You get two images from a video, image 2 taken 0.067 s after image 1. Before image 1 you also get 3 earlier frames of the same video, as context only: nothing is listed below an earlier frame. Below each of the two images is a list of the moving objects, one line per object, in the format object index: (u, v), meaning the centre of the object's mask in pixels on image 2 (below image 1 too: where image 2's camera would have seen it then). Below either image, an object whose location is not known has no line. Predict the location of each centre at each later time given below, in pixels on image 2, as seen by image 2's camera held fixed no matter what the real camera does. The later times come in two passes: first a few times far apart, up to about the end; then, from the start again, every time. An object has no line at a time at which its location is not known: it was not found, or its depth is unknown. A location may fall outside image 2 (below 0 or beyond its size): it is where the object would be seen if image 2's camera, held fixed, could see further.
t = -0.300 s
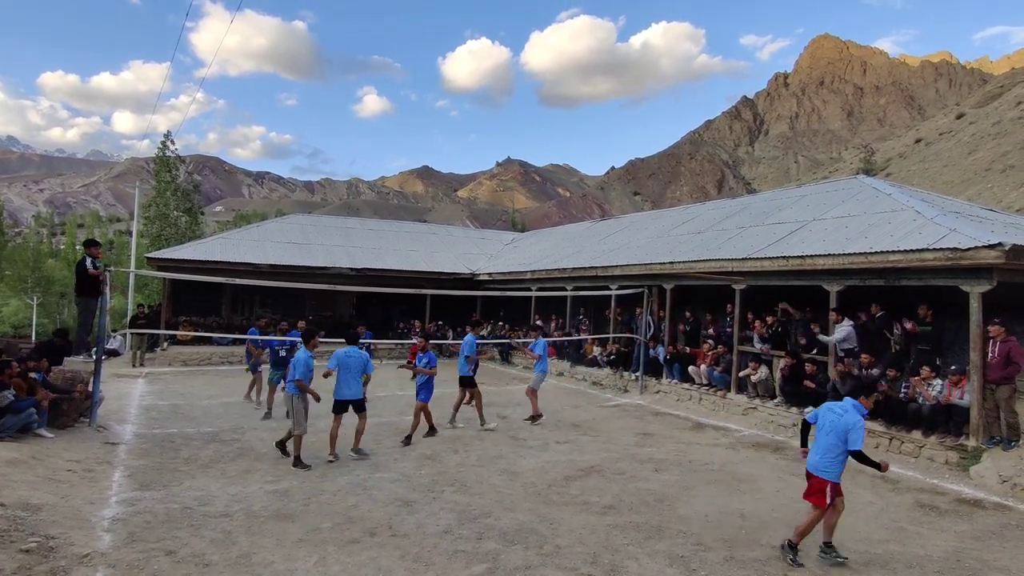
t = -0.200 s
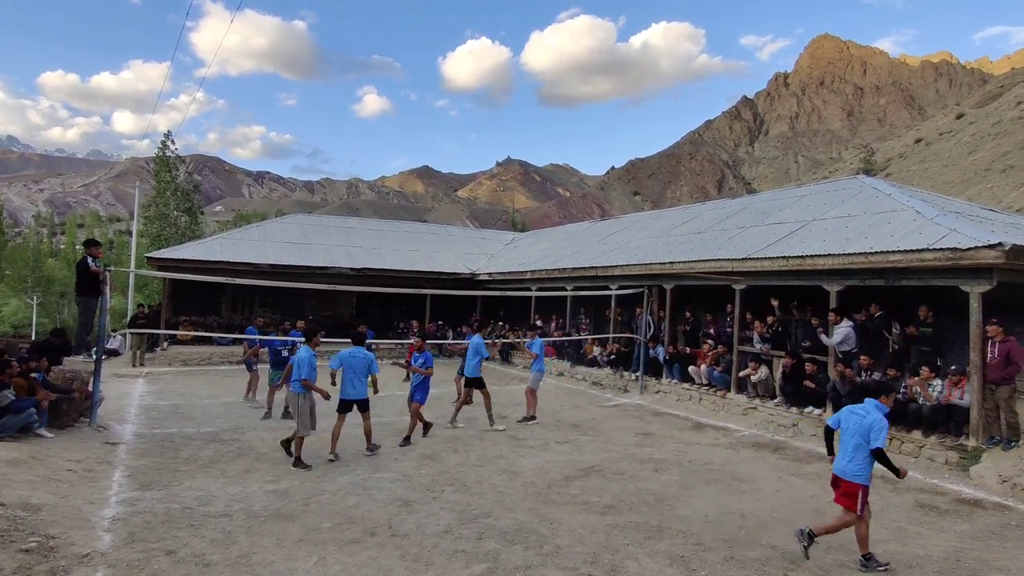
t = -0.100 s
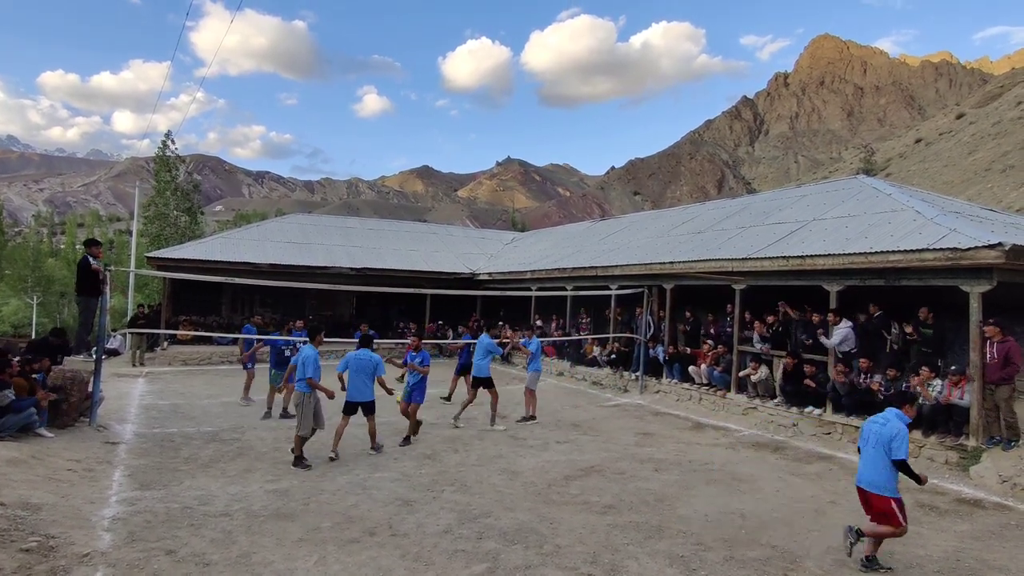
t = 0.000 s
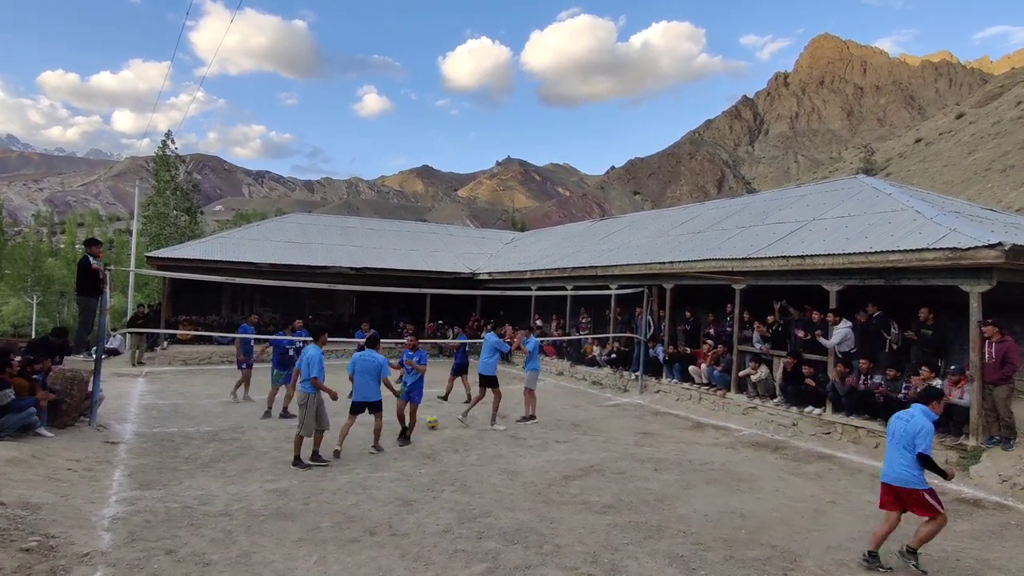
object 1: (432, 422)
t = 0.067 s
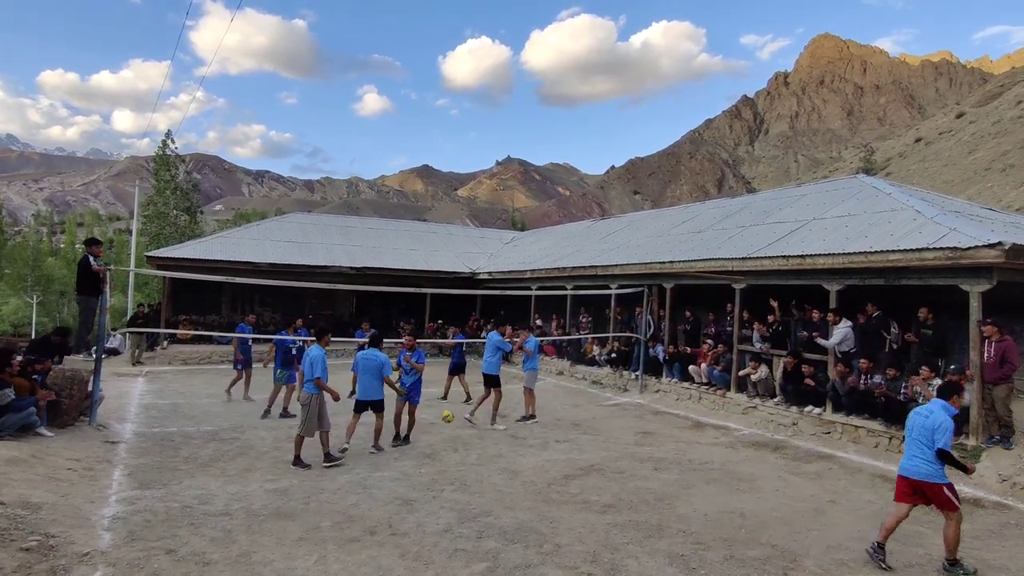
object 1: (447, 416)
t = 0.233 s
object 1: (490, 416)
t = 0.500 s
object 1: (570, 461)
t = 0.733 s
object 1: (665, 481)
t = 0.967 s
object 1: (791, 524)
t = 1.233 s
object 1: (990, 576)
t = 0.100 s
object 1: (455, 415)
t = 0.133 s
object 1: (463, 414)
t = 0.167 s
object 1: (472, 414)
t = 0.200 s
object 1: (481, 415)
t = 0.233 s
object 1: (490, 416)
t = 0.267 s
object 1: (498, 418)
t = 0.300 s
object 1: (508, 421)
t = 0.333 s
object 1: (518, 425)
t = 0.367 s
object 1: (528, 430)
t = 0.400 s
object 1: (538, 436)
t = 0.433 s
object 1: (548, 443)
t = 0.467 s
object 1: (559, 451)
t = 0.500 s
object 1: (570, 461)
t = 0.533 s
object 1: (582, 466)
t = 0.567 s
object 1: (595, 466)
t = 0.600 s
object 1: (608, 467)
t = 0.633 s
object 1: (621, 468)
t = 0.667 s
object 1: (635, 472)
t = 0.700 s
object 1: (650, 476)
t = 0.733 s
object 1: (665, 481)
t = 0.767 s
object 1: (680, 487)
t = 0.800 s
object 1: (697, 496)
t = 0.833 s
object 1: (712, 505)
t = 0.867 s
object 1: (732, 510)
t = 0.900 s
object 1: (751, 513)
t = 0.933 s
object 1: (770, 518)
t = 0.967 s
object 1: (791, 524)
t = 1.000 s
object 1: (813, 533)
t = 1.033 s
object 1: (835, 541)
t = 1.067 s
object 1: (858, 545)
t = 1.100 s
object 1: (883, 552)
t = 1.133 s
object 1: (908, 559)
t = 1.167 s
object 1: (933, 564)
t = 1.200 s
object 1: (962, 571)
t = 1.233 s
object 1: (990, 576)
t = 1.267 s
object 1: (1020, 582)
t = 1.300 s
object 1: (1052, 588)
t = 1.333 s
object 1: (1087, 597)
